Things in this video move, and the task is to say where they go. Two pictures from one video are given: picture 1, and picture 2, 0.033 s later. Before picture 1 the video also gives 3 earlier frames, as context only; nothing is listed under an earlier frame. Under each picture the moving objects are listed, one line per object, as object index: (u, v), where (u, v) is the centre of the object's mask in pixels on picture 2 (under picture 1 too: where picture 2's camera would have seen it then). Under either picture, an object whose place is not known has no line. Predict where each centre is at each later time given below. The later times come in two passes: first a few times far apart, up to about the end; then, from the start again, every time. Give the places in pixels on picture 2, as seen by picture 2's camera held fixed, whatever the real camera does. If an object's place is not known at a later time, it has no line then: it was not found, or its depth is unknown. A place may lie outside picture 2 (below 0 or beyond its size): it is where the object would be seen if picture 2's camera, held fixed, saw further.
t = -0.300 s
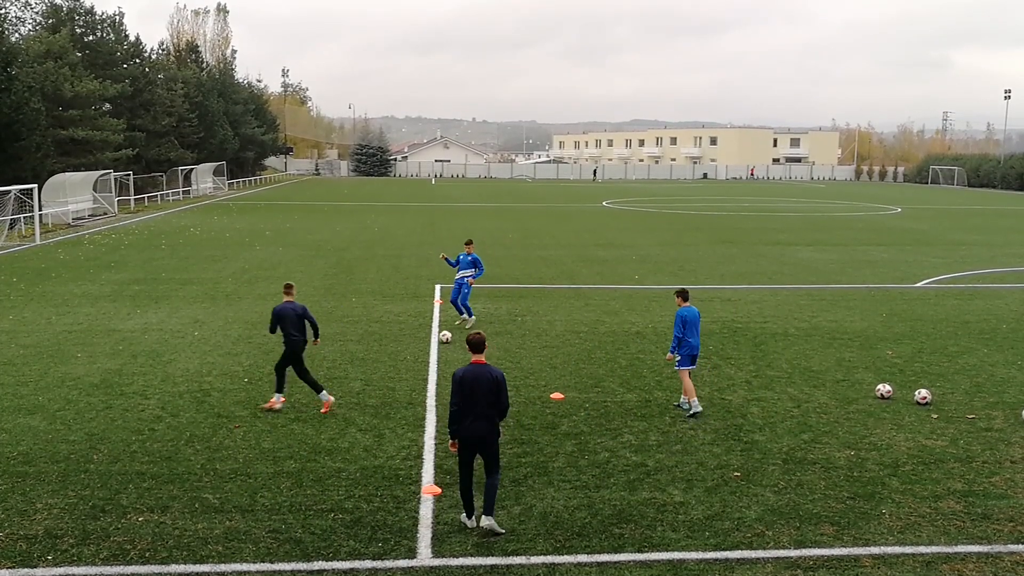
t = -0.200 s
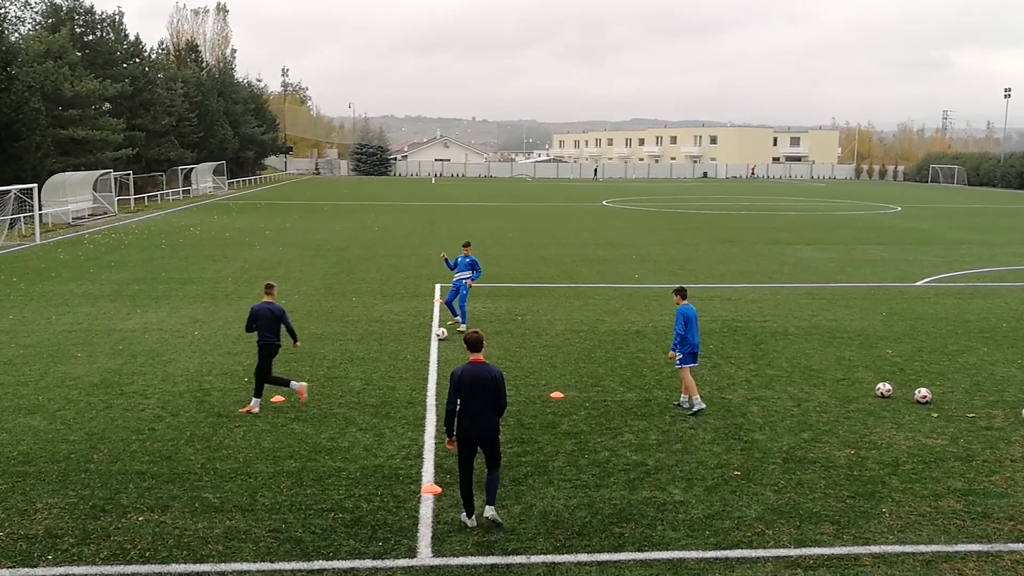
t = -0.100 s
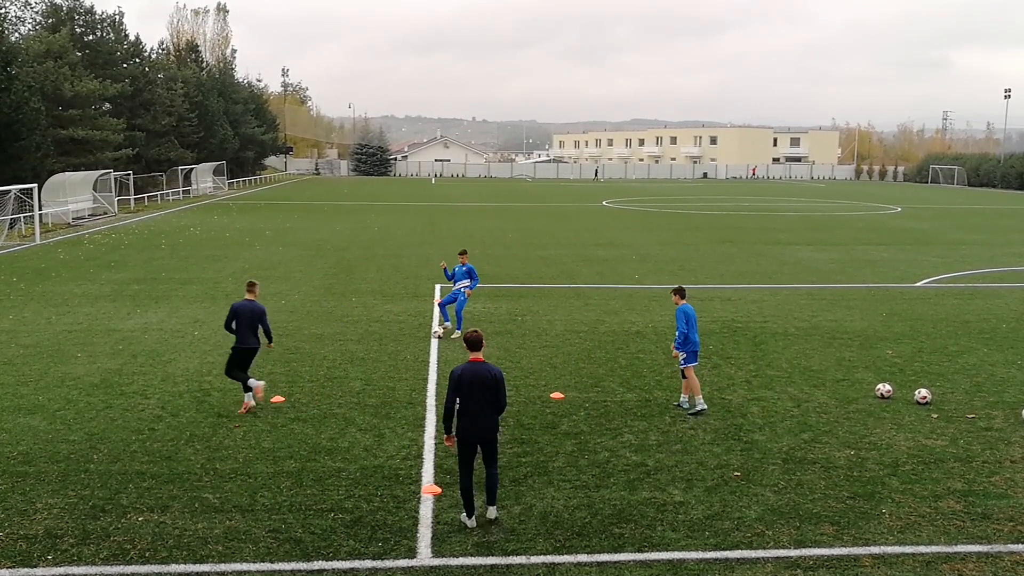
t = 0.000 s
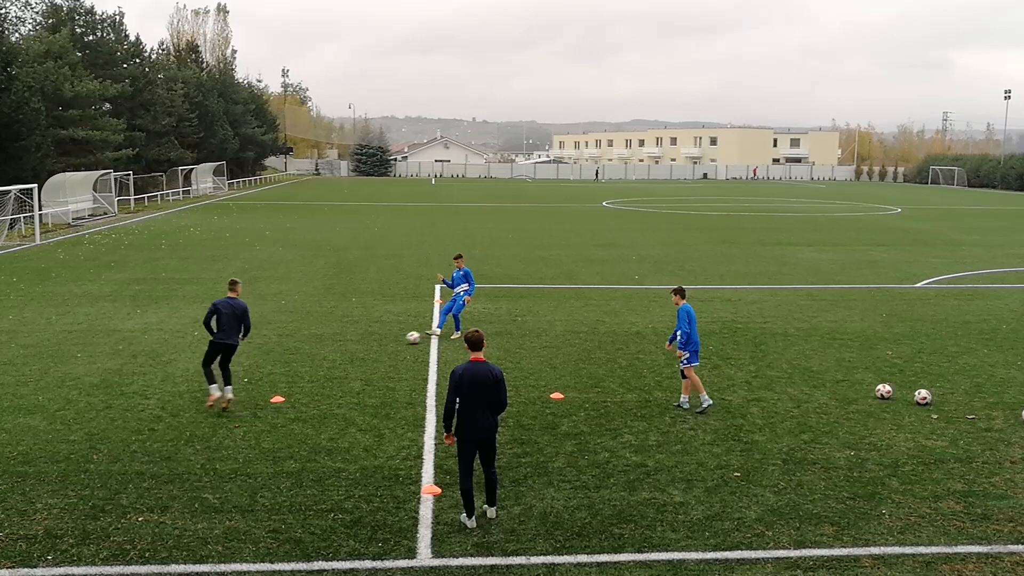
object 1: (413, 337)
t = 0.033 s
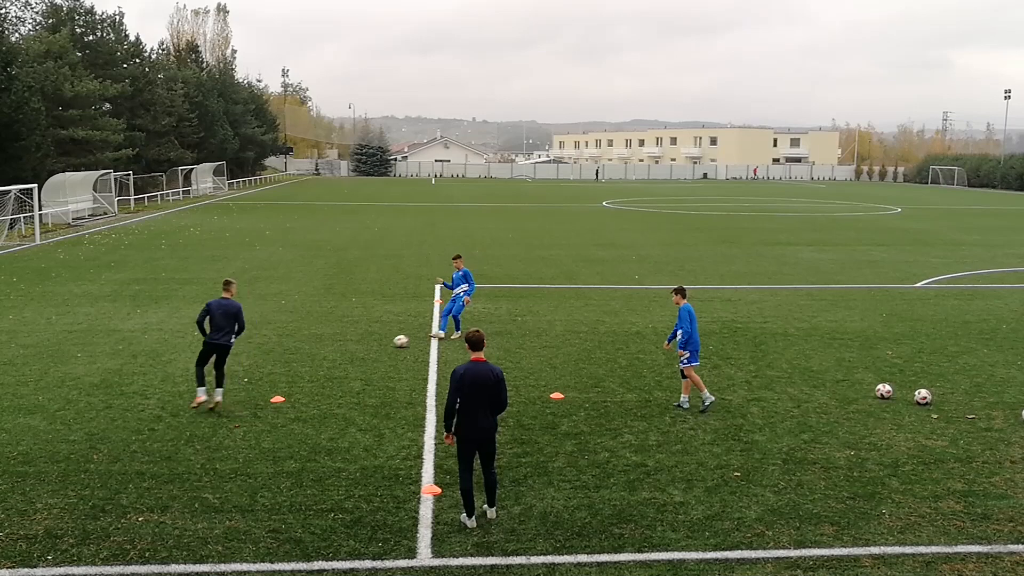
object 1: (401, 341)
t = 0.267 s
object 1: (309, 366)
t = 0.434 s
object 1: (239, 386)
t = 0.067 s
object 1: (388, 344)
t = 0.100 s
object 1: (375, 348)
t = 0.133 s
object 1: (363, 351)
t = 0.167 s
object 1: (349, 355)
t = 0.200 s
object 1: (336, 359)
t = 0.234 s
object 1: (323, 363)
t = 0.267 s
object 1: (309, 366)
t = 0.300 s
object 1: (296, 369)
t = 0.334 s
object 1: (281, 374)
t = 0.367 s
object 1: (267, 378)
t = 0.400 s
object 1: (253, 382)
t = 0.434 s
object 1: (239, 386)
